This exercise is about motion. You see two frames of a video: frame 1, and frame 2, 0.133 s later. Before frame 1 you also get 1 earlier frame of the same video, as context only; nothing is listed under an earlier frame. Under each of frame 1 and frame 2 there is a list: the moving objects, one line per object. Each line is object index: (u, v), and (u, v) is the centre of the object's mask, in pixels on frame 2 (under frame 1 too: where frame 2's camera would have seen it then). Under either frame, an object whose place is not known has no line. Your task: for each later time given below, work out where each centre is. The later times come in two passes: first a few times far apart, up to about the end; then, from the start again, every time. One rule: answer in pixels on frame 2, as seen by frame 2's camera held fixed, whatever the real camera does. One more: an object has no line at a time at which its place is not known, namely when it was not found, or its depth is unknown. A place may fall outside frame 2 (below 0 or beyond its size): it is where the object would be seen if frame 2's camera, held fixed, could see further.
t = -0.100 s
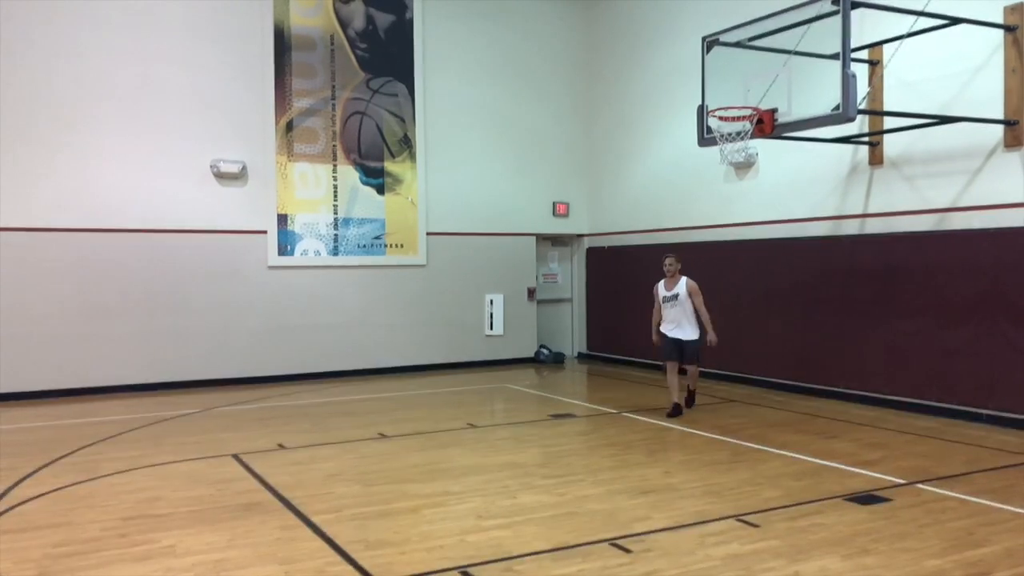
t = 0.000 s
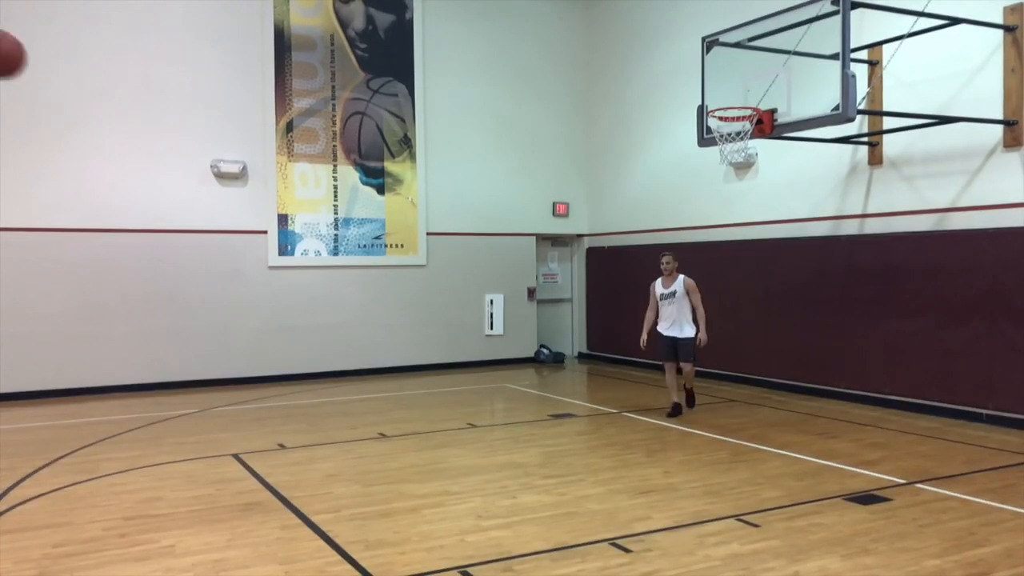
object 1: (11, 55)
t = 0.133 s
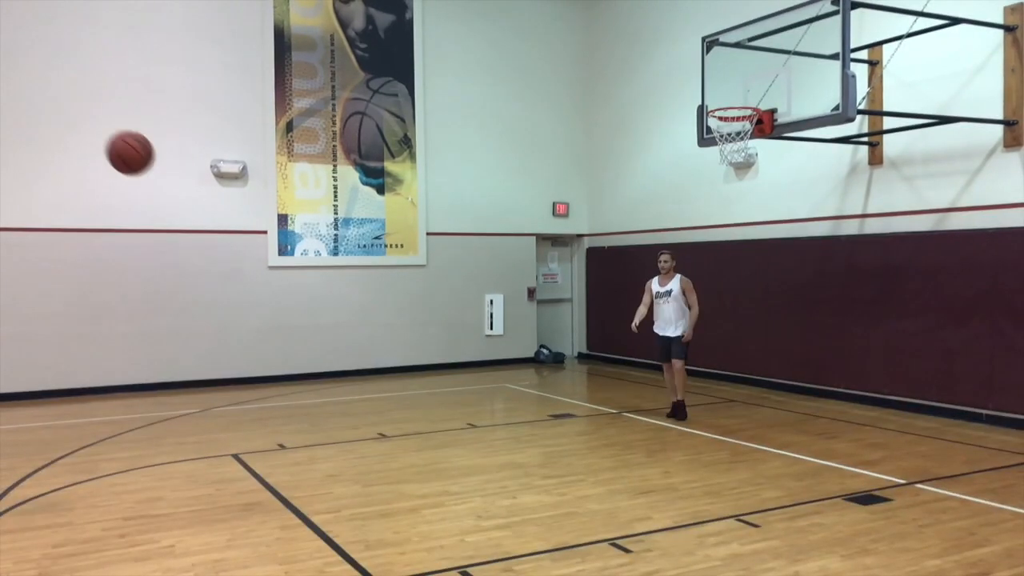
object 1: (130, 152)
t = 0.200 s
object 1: (185, 205)
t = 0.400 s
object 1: (327, 379)
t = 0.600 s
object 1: (412, 423)
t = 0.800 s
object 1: (455, 319)
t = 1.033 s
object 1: (501, 272)
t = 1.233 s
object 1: (537, 288)
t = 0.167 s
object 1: (158, 178)
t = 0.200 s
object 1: (185, 205)
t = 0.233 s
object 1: (212, 233)
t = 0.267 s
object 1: (237, 262)
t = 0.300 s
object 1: (261, 290)
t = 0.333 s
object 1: (284, 320)
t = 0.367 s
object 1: (306, 349)
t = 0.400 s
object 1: (327, 379)
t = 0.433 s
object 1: (348, 410)
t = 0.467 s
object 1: (367, 440)
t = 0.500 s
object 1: (385, 472)
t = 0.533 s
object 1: (397, 472)
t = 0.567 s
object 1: (404, 445)
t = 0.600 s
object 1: (412, 423)
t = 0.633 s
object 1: (420, 401)
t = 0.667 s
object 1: (427, 381)
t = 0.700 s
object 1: (434, 363)
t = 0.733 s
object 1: (442, 346)
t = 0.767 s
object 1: (448, 332)
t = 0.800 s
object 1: (455, 319)
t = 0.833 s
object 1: (462, 308)
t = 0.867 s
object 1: (468, 299)
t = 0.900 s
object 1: (475, 290)
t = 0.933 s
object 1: (482, 283)
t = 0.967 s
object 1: (488, 278)
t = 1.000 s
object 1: (495, 275)
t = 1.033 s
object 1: (501, 272)
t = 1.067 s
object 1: (507, 271)
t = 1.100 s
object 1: (513, 272)
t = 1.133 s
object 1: (519, 274)
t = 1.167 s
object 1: (526, 278)
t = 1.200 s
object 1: (531, 282)
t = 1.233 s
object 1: (537, 288)
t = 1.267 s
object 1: (543, 294)
